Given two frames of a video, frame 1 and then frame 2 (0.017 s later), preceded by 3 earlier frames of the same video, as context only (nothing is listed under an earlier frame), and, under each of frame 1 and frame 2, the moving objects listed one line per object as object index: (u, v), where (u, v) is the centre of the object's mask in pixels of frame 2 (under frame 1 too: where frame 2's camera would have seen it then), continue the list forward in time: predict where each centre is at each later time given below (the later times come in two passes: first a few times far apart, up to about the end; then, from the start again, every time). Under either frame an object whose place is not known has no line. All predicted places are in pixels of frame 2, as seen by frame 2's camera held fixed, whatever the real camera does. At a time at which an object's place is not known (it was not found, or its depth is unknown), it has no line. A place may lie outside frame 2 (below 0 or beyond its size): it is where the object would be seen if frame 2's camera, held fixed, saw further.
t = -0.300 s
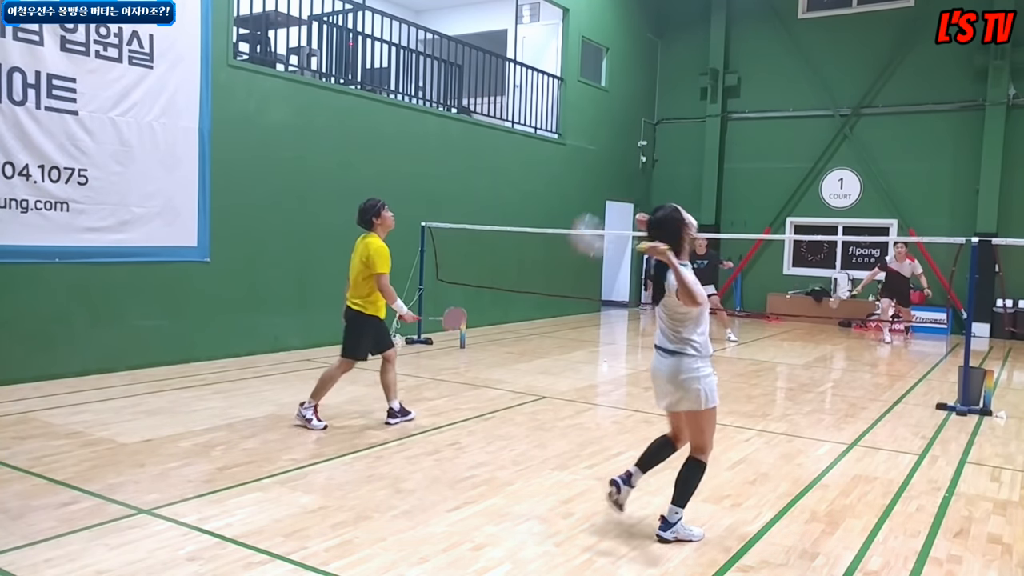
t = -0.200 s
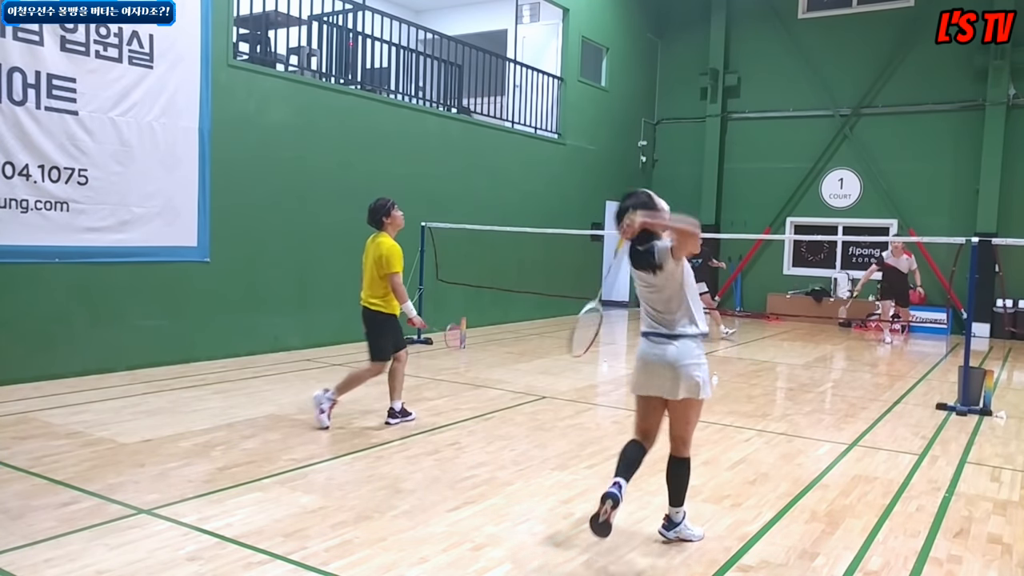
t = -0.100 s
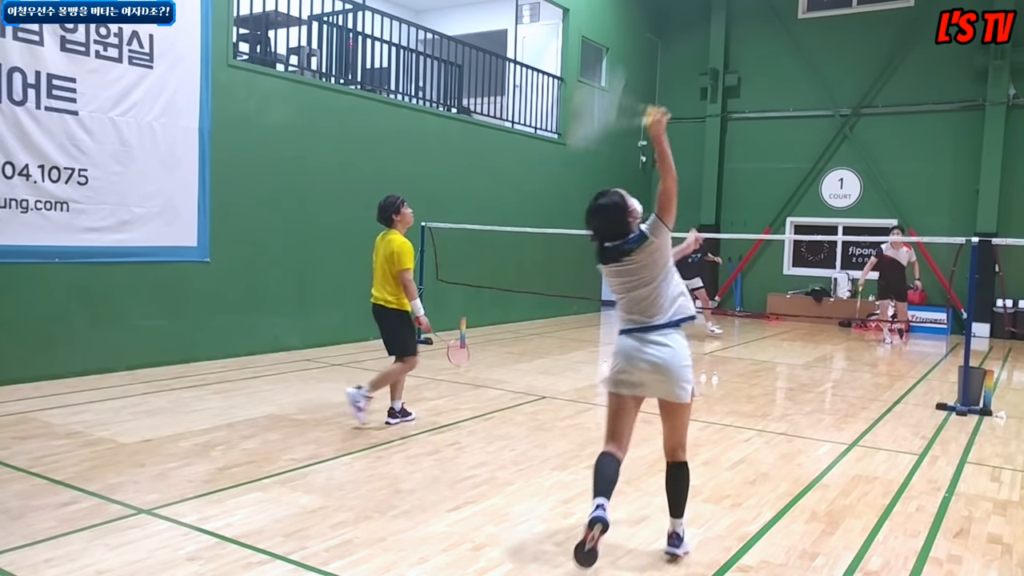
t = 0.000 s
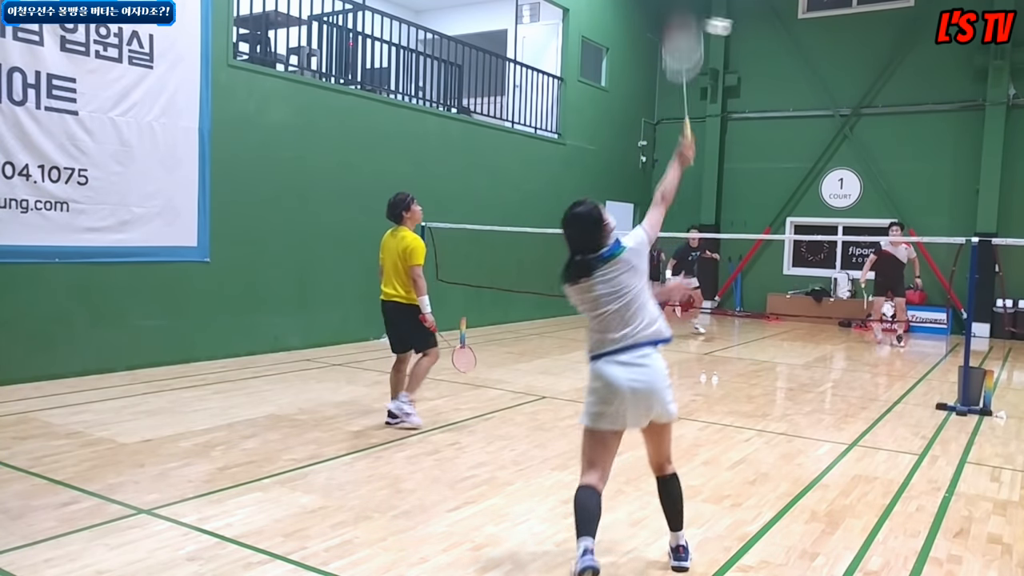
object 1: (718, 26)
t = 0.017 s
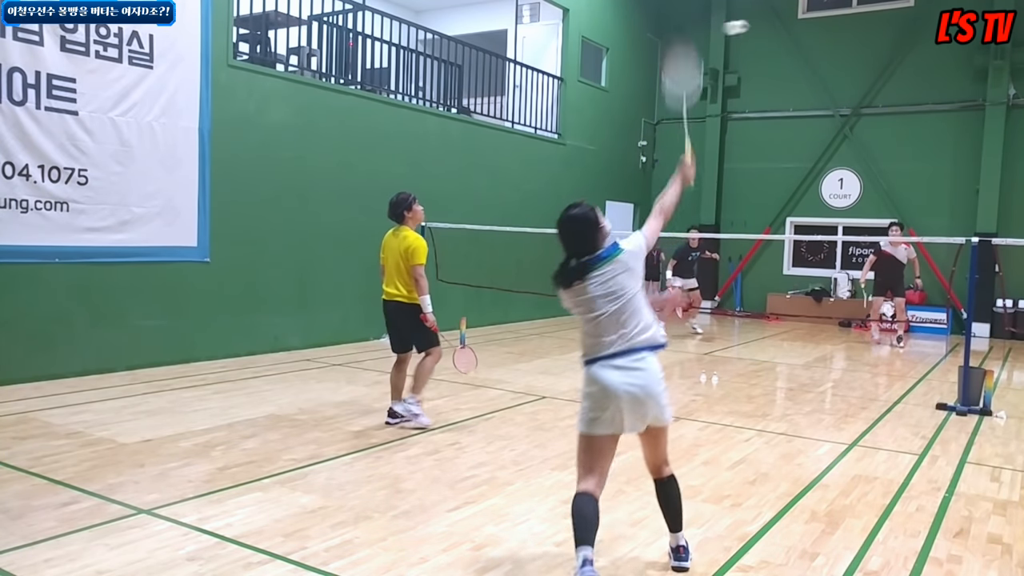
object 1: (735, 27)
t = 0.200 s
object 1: (834, 63)
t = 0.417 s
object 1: (875, 118)
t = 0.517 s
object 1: (885, 149)
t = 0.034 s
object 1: (752, 26)
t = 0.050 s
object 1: (766, 29)
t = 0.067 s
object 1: (777, 34)
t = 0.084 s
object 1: (786, 38)
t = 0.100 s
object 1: (795, 41)
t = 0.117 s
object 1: (803, 44)
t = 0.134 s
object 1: (810, 48)
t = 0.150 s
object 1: (817, 51)
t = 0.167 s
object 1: (823, 55)
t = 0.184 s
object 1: (829, 59)
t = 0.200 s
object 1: (834, 63)
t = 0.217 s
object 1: (839, 67)
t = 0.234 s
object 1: (843, 71)
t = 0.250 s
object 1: (847, 75)
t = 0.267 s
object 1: (851, 79)
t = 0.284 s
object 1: (854, 83)
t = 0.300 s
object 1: (857, 87)
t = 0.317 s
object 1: (860, 91)
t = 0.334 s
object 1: (863, 95)
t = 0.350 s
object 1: (866, 100)
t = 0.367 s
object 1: (868, 104)
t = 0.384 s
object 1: (870, 109)
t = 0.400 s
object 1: (872, 113)
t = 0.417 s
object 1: (875, 118)
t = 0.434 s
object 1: (877, 123)
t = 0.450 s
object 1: (879, 128)
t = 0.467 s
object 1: (880, 133)
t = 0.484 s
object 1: (882, 138)
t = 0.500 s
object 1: (884, 143)
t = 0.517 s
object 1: (885, 149)
